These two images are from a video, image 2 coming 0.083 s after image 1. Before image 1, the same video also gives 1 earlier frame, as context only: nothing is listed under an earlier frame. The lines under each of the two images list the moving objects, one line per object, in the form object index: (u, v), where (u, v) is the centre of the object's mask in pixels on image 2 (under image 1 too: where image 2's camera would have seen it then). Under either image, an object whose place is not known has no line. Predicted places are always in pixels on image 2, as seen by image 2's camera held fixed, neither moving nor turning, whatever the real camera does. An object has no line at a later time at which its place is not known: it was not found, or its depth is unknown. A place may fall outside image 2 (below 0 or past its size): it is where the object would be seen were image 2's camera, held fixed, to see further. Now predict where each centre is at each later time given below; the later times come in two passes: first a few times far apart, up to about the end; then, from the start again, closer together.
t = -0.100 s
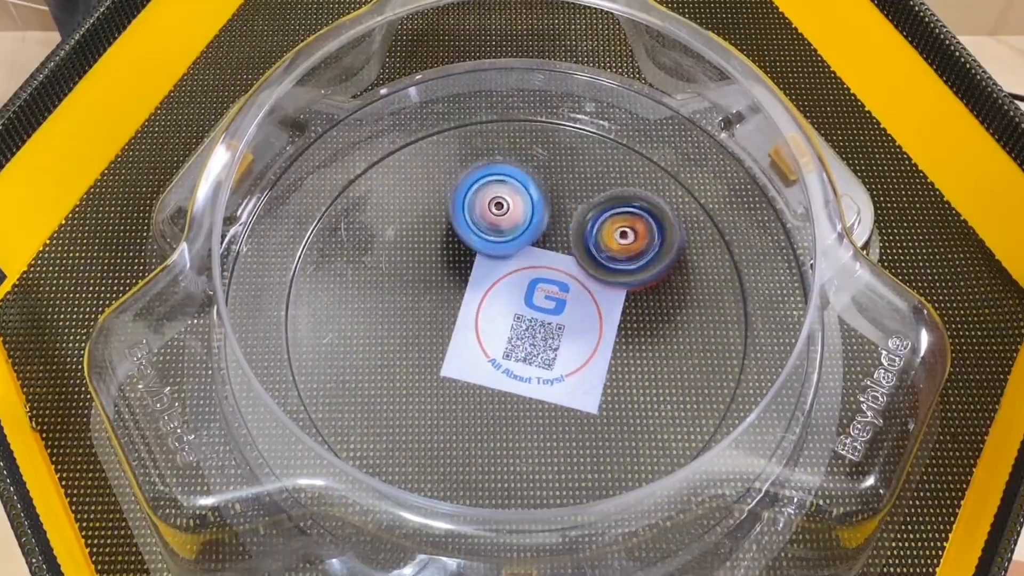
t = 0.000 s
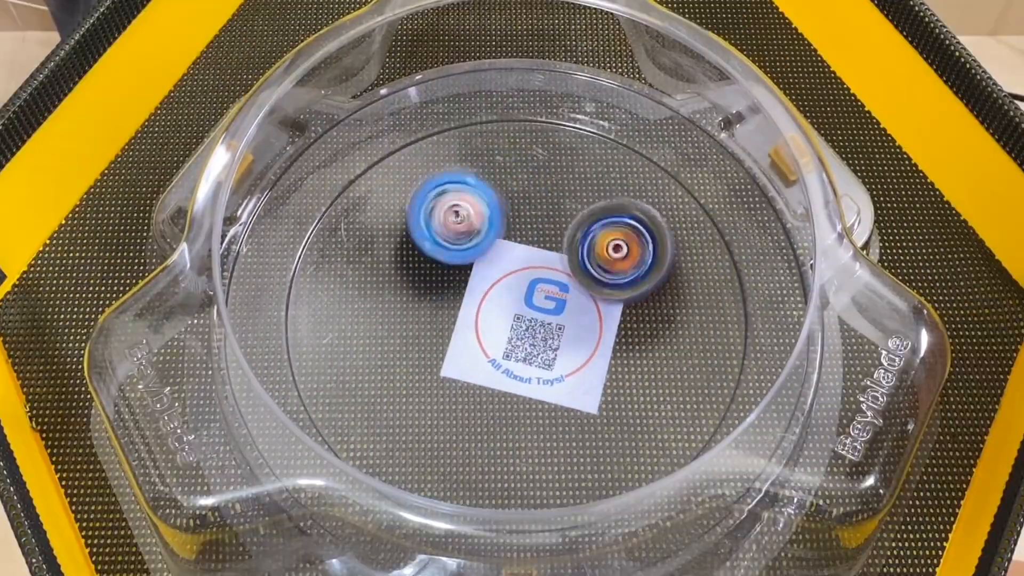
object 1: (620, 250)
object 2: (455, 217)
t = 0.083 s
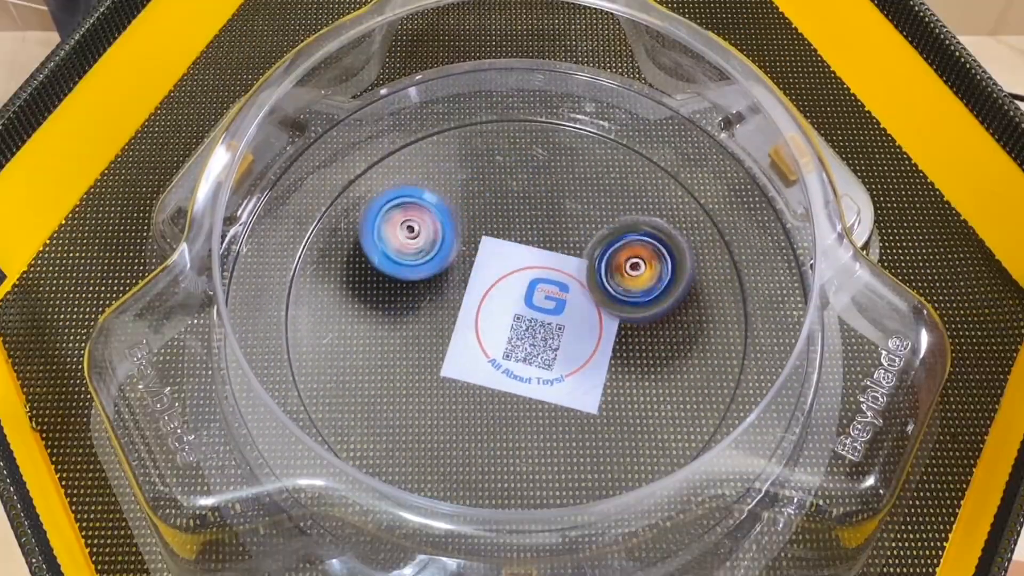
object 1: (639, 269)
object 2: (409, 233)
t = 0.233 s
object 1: (666, 290)
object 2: (405, 263)
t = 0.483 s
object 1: (618, 325)
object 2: (434, 336)
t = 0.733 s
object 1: (596, 353)
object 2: (443, 420)
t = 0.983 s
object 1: (548, 306)
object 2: (464, 421)
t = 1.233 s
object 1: (558, 150)
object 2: (440, 424)
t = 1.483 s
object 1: (492, 142)
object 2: (560, 268)
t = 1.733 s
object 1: (482, 250)
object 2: (661, 186)
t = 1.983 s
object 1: (498, 351)
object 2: (616, 236)
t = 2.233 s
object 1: (512, 428)
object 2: (489, 283)
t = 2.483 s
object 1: (551, 424)
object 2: (379, 288)
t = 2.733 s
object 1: (525, 334)
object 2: (406, 294)
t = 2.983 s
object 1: (616, 266)
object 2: (367, 280)
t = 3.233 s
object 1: (645, 214)
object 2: (438, 282)
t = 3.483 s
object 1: (625, 187)
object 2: (536, 340)
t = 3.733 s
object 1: (575, 207)
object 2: (537, 365)
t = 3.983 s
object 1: (523, 246)
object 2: (534, 386)
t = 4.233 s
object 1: (452, 268)
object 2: (523, 380)
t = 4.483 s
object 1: (410, 310)
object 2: (509, 372)
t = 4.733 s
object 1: (382, 260)
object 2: (626, 445)
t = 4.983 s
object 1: (437, 257)
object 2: (585, 379)
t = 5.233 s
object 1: (446, 274)
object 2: (597, 247)
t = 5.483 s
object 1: (448, 330)
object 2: (570, 216)
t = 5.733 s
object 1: (477, 372)
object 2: (496, 246)
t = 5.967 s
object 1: (531, 359)
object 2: (420, 315)
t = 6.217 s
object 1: (570, 320)
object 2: (425, 360)
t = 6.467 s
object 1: (586, 273)
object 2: (515, 371)
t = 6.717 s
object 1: (559, 210)
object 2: (606, 369)
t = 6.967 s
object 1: (524, 205)
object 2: (600, 318)
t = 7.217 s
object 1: (482, 201)
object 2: (590, 328)
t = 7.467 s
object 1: (457, 236)
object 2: (578, 344)
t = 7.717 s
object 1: (451, 279)
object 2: (568, 348)
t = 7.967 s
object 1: (430, 310)
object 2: (560, 354)
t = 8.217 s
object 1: (443, 330)
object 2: (563, 358)
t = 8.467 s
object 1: (426, 290)
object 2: (645, 353)
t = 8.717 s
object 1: (460, 291)
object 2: (664, 294)
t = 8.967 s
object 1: (559, 341)
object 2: (562, 247)
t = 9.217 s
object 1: (660, 339)
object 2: (463, 303)
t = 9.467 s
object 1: (640, 287)
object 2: (430, 372)
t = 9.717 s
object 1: (583, 335)
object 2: (470, 370)
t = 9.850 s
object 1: (584, 311)
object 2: (487, 346)
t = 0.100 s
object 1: (642, 271)
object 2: (405, 237)
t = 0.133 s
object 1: (649, 276)
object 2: (401, 245)
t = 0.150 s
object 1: (653, 279)
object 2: (400, 248)
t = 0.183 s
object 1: (659, 284)
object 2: (401, 254)
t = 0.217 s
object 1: (664, 289)
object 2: (403, 260)
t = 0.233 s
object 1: (666, 290)
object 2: (405, 263)
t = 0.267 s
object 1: (668, 294)
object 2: (408, 270)
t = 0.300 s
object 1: (668, 296)
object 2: (411, 278)
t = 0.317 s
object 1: (667, 296)
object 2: (413, 282)
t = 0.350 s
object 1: (662, 300)
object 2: (416, 291)
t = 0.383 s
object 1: (654, 304)
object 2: (420, 301)
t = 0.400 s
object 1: (648, 306)
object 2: (421, 306)
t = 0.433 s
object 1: (637, 312)
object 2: (425, 317)
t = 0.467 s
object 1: (625, 321)
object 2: (431, 329)
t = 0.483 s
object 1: (618, 325)
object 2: (434, 336)
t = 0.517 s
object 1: (606, 333)
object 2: (440, 349)
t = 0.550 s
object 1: (594, 342)
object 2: (447, 362)
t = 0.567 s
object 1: (588, 346)
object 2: (450, 369)
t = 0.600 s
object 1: (577, 354)
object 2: (457, 380)
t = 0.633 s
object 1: (580, 357)
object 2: (450, 395)
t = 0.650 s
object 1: (585, 357)
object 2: (445, 401)
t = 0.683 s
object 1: (592, 357)
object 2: (440, 412)
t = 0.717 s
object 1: (596, 355)
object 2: (441, 418)
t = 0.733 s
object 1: (596, 353)
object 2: (443, 420)
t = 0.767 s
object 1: (598, 348)
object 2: (445, 421)
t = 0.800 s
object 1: (596, 342)
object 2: (447, 421)
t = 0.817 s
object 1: (593, 339)
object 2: (450, 421)
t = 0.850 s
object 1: (585, 334)
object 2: (456, 419)
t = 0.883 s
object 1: (574, 329)
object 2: (460, 417)
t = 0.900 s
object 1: (568, 327)
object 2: (463, 416)
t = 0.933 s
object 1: (553, 324)
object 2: (469, 412)
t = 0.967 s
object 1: (542, 322)
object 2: (476, 411)
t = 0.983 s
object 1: (548, 306)
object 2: (464, 421)
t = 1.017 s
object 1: (561, 271)
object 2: (448, 435)
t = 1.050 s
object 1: (570, 241)
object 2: (435, 446)
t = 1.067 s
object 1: (571, 225)
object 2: (430, 449)
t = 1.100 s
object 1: (574, 201)
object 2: (427, 449)
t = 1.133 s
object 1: (573, 181)
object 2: (427, 448)
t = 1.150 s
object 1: (572, 175)
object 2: (429, 446)
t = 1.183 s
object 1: (567, 163)
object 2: (430, 441)
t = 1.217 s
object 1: (561, 154)
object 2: (436, 429)
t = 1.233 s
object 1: (558, 150)
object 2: (440, 424)
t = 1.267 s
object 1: (550, 142)
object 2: (449, 407)
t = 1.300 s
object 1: (543, 135)
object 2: (459, 388)
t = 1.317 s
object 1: (539, 133)
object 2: (468, 378)
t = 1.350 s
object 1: (530, 130)
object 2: (482, 356)
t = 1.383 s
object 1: (522, 127)
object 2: (500, 333)
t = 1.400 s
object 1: (516, 128)
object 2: (512, 321)
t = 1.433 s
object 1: (506, 130)
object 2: (530, 300)
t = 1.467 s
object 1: (496, 138)
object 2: (549, 277)
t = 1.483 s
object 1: (492, 142)
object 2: (560, 268)
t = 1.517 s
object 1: (486, 155)
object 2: (581, 248)
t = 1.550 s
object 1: (482, 168)
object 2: (599, 231)
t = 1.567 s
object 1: (480, 176)
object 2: (606, 222)
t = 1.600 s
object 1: (480, 190)
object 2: (624, 211)
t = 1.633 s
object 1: (479, 205)
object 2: (639, 201)
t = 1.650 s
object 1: (479, 214)
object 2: (644, 196)
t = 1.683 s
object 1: (480, 228)
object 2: (655, 189)
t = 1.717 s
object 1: (482, 243)
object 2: (661, 186)
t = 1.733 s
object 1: (482, 250)
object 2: (661, 186)
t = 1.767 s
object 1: (484, 263)
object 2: (662, 186)
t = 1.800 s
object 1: (486, 277)
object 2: (662, 189)
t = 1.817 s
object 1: (486, 285)
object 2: (659, 191)
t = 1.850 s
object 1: (488, 298)
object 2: (654, 197)
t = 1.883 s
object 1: (490, 312)
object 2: (648, 204)
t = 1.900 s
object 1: (491, 318)
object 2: (642, 210)
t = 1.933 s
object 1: (494, 331)
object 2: (632, 220)
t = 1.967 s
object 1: (497, 344)
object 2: (622, 230)
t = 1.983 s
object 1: (498, 351)
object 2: (616, 236)
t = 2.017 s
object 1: (500, 362)
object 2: (605, 246)
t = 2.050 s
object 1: (502, 374)
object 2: (594, 254)
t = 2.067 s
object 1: (503, 379)
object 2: (587, 260)
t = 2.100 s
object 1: (504, 390)
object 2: (570, 266)
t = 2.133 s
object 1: (506, 401)
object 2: (553, 272)
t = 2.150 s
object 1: (507, 406)
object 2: (543, 276)
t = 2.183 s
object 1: (507, 414)
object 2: (522, 279)
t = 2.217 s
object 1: (512, 423)
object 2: (500, 281)
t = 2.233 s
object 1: (512, 428)
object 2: (489, 283)
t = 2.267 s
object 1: (516, 435)
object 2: (467, 284)
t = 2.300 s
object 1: (520, 443)
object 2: (448, 285)
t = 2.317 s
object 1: (522, 445)
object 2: (438, 286)
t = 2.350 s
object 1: (530, 448)
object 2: (420, 286)
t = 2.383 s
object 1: (536, 449)
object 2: (407, 286)
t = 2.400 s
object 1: (541, 447)
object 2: (400, 287)
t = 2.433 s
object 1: (547, 441)
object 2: (389, 286)
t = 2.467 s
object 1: (551, 429)
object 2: (382, 287)
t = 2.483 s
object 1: (551, 424)
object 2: (379, 288)
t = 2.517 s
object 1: (550, 412)
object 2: (379, 288)
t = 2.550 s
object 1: (548, 399)
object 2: (380, 289)
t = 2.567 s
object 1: (544, 393)
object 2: (380, 289)
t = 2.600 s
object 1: (541, 381)
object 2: (384, 289)
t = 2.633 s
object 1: (536, 370)
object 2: (389, 291)
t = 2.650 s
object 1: (534, 363)
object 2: (391, 292)
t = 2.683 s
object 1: (531, 352)
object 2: (397, 292)
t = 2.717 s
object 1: (527, 340)
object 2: (403, 293)
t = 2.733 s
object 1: (525, 334)
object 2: (406, 294)
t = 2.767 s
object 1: (521, 323)
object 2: (412, 295)
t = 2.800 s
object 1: (531, 316)
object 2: (406, 294)
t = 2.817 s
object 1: (545, 311)
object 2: (393, 290)
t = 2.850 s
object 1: (571, 303)
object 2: (374, 285)
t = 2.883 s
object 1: (592, 292)
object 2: (363, 281)
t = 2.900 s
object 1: (598, 287)
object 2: (360, 280)
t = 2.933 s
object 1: (609, 278)
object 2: (360, 280)
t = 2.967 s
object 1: (614, 271)
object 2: (364, 281)
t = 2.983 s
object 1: (616, 266)
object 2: (367, 280)
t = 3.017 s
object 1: (622, 256)
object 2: (373, 280)
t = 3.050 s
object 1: (628, 248)
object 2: (380, 279)
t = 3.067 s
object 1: (630, 245)
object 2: (386, 280)
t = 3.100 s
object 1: (635, 238)
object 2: (394, 280)
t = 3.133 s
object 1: (638, 230)
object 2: (403, 280)
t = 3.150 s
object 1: (640, 227)
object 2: (408, 281)
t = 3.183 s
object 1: (643, 221)
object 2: (417, 281)
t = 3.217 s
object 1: (645, 216)
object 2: (430, 281)
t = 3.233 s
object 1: (645, 214)
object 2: (438, 282)
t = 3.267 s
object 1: (643, 208)
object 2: (454, 282)
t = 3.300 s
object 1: (638, 205)
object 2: (473, 283)
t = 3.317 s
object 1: (635, 204)
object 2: (482, 283)
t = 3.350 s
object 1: (626, 206)
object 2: (503, 284)
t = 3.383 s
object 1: (616, 211)
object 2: (527, 288)
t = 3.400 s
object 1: (612, 214)
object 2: (536, 289)
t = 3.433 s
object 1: (618, 203)
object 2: (537, 309)
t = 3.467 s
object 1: (625, 190)
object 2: (537, 328)
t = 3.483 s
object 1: (625, 187)
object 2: (536, 340)
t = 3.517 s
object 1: (625, 182)
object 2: (536, 354)
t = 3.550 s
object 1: (621, 178)
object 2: (536, 363)
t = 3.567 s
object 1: (618, 177)
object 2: (536, 366)
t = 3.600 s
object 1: (609, 177)
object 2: (537, 368)
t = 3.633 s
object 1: (600, 182)
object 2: (537, 367)
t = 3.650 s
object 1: (595, 186)
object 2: (537, 367)
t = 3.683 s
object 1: (587, 193)
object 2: (537, 366)
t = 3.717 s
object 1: (578, 203)
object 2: (537, 366)
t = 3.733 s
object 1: (575, 207)
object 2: (537, 365)
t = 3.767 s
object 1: (567, 217)
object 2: (537, 364)
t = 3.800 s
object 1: (561, 226)
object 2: (536, 364)
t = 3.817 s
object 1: (557, 231)
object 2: (536, 363)
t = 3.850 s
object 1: (550, 241)
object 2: (535, 362)
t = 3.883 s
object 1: (544, 250)
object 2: (533, 360)
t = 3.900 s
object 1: (540, 255)
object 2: (533, 360)
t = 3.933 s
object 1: (534, 250)
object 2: (533, 371)
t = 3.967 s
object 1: (527, 246)
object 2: (533, 382)
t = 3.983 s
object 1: (523, 246)
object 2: (534, 386)
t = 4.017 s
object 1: (515, 248)
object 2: (535, 390)
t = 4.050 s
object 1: (505, 251)
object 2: (535, 389)
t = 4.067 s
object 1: (500, 252)
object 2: (535, 388)
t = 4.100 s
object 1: (489, 255)
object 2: (533, 385)
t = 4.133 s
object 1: (480, 258)
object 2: (531, 384)
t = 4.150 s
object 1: (474, 259)
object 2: (529, 383)
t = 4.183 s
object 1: (465, 263)
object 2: (527, 382)
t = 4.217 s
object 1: (457, 266)
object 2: (524, 380)
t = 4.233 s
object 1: (452, 268)
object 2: (523, 380)
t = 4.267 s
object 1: (443, 272)
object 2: (521, 379)
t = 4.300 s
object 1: (434, 275)
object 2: (519, 378)
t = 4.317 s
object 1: (431, 278)
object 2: (518, 377)
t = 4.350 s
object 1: (424, 282)
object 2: (516, 376)
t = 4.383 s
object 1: (417, 288)
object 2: (515, 376)
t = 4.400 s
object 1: (415, 290)
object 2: (514, 375)
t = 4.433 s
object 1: (411, 298)
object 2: (512, 374)
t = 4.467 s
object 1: (410, 306)
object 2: (510, 372)
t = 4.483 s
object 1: (410, 310)
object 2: (509, 372)
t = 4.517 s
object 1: (406, 310)
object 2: (521, 378)
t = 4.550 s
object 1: (391, 295)
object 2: (552, 399)
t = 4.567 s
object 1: (387, 289)
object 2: (564, 410)
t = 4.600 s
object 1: (381, 280)
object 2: (588, 426)
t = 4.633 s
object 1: (380, 275)
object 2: (607, 438)
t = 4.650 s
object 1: (380, 273)
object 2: (615, 444)
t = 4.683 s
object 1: (381, 268)
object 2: (624, 446)
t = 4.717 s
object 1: (381, 263)
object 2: (626, 446)
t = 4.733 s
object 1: (382, 260)
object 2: (626, 445)
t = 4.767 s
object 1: (387, 256)
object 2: (624, 443)
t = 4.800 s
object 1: (393, 253)
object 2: (618, 439)
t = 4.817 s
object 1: (397, 252)
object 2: (616, 438)
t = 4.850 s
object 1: (405, 252)
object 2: (607, 431)
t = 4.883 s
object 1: (414, 252)
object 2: (602, 421)
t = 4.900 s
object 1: (417, 252)
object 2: (597, 416)
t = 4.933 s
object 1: (425, 254)
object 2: (593, 403)
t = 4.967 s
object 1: (433, 256)
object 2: (587, 388)
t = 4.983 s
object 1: (437, 257)
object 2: (585, 379)
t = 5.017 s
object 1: (445, 261)
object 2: (579, 360)
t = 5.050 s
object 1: (454, 265)
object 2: (575, 338)
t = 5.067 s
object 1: (458, 268)
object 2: (572, 328)
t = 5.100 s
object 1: (464, 271)
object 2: (569, 307)
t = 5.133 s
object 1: (457, 270)
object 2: (579, 289)
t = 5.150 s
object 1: (452, 269)
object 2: (587, 282)
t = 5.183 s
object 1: (447, 269)
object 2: (595, 266)
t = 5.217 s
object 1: (446, 271)
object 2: (597, 253)
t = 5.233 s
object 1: (446, 274)
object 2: (597, 247)
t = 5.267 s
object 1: (448, 281)
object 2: (596, 237)
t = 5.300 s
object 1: (447, 290)
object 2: (593, 229)
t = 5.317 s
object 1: (446, 294)
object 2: (591, 226)
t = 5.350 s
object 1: (447, 301)
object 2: (587, 221)
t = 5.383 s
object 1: (446, 308)
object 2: (583, 218)
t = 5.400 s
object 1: (446, 312)
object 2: (582, 218)
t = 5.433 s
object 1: (448, 320)
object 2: (578, 216)
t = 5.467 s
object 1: (448, 326)
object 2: (573, 216)
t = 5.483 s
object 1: (448, 330)
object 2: (570, 216)
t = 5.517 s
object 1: (450, 337)
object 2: (564, 217)
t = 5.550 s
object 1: (451, 343)
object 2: (557, 218)
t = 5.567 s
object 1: (453, 346)
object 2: (553, 219)
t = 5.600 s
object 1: (456, 353)
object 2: (544, 222)
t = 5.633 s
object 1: (460, 359)
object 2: (533, 226)
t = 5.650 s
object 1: (461, 362)
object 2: (528, 229)
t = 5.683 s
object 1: (466, 368)
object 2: (515, 235)
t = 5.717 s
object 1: (474, 371)
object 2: (503, 242)
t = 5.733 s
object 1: (477, 372)
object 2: (496, 246)
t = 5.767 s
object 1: (485, 375)
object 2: (483, 254)
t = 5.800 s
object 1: (495, 375)
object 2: (469, 264)
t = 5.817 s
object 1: (498, 374)
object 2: (464, 269)
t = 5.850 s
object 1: (506, 372)
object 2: (450, 280)
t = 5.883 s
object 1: (514, 369)
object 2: (440, 289)
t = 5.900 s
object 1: (518, 368)
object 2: (435, 294)
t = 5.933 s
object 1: (524, 364)
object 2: (427, 306)
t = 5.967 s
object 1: (531, 359)
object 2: (420, 315)
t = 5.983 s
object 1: (534, 357)
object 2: (418, 321)
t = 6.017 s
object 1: (540, 352)
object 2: (414, 328)
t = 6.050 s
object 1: (545, 347)
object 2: (412, 338)
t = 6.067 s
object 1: (548, 344)
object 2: (412, 340)
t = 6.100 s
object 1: (553, 339)
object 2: (413, 347)
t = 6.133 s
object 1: (557, 333)
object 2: (414, 350)
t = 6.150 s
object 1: (560, 331)
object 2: (416, 353)
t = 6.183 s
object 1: (564, 325)
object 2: (420, 357)
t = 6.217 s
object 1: (570, 320)
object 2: (425, 360)
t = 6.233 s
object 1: (572, 317)
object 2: (428, 363)
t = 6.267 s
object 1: (576, 310)
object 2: (434, 364)
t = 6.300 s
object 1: (580, 305)
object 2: (445, 368)
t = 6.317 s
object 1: (582, 301)
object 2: (449, 369)
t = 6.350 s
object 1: (584, 294)
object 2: (462, 371)
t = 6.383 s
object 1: (586, 288)
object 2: (475, 372)
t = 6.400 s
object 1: (587, 285)
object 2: (483, 372)
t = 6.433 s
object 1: (587, 279)
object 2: (500, 372)
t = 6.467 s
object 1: (586, 273)
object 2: (515, 371)
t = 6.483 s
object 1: (584, 270)
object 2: (525, 369)
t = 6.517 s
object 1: (579, 265)
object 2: (540, 365)
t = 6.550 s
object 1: (577, 253)
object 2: (558, 366)
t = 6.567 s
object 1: (575, 245)
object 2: (564, 372)
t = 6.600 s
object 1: (571, 230)
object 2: (577, 377)
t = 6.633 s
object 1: (568, 221)
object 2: (588, 377)
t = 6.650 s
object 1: (565, 218)
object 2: (592, 375)
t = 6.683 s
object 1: (563, 214)
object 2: (602, 372)
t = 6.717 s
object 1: (559, 210)
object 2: (606, 369)
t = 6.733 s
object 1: (558, 207)
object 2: (607, 366)
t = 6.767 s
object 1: (554, 203)
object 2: (612, 363)
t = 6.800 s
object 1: (550, 199)
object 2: (610, 358)
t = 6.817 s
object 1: (548, 197)
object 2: (612, 355)
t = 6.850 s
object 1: (542, 195)
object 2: (613, 347)
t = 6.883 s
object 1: (537, 194)
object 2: (610, 341)
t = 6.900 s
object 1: (534, 195)
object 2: (609, 337)
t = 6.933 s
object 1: (529, 199)
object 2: (605, 327)
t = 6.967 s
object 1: (524, 205)
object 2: (600, 318)
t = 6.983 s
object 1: (522, 208)
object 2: (597, 312)
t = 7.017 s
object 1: (517, 215)
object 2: (590, 301)
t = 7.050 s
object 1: (510, 211)
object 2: (593, 302)
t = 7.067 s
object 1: (506, 206)
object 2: (592, 305)
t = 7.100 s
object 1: (499, 202)
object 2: (595, 313)
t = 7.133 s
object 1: (494, 200)
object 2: (595, 321)
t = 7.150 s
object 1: (492, 200)
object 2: (594, 323)
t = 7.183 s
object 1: (488, 201)
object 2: (593, 327)
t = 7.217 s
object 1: (482, 201)
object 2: (590, 328)
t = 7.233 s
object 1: (480, 202)
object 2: (589, 330)
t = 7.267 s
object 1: (474, 203)
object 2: (588, 332)
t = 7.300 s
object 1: (467, 205)
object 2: (585, 334)
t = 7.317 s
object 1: (465, 207)
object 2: (585, 336)
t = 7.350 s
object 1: (462, 212)
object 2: (583, 338)
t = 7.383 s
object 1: (459, 218)
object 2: (581, 340)
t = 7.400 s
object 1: (460, 221)
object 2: (581, 341)
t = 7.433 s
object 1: (458, 229)
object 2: (579, 343)
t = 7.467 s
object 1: (457, 236)
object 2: (578, 344)
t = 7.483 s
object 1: (456, 238)
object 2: (578, 344)
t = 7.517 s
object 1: (456, 245)
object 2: (577, 346)
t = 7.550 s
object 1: (456, 251)
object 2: (576, 346)
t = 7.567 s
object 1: (455, 254)
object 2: (575, 346)
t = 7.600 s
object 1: (455, 261)
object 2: (575, 346)
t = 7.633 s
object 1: (453, 266)
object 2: (572, 346)
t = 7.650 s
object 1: (453, 269)
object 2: (571, 347)
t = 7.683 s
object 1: (451, 275)
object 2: (570, 348)
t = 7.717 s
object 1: (451, 279)
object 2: (568, 348)
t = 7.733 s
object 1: (450, 282)
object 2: (567, 348)
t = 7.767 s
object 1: (448, 286)
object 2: (566, 349)
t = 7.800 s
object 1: (445, 291)
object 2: (565, 350)
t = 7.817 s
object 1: (444, 293)
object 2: (565, 350)
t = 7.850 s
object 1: (442, 297)
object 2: (563, 350)
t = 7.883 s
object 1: (438, 301)
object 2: (561, 352)
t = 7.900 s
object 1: (438, 303)
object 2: (561, 352)
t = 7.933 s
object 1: (433, 307)
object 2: (560, 353)
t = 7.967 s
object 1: (430, 310)
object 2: (560, 354)
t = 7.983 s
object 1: (430, 313)
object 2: (560, 355)
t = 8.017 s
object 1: (427, 318)
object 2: (559, 355)
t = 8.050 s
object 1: (426, 322)
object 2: (558, 355)
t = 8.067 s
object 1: (427, 325)
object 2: (558, 355)
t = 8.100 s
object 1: (430, 329)
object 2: (555, 355)
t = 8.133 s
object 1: (434, 332)
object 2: (555, 356)
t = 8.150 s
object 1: (439, 333)
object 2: (554, 356)
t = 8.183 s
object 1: (445, 333)
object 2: (555, 357)
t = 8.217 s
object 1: (443, 330)
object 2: (563, 358)
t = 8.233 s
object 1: (447, 328)
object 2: (567, 358)
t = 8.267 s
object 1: (450, 329)
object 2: (571, 358)
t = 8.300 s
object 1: (450, 327)
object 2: (571, 357)
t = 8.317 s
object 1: (453, 325)
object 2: (571, 356)
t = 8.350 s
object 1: (453, 319)
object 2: (575, 356)
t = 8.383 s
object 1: (438, 307)
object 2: (599, 358)
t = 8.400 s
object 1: (433, 303)
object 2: (610, 358)
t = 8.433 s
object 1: (427, 294)
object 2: (630, 358)
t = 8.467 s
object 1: (426, 290)
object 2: (645, 353)
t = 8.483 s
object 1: (428, 289)
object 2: (651, 350)
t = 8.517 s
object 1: (432, 289)
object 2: (659, 345)
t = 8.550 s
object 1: (436, 288)
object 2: (665, 340)
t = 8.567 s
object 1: (436, 288)
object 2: (666, 337)
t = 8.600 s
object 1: (440, 288)
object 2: (669, 330)
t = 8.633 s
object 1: (445, 287)
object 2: (670, 320)
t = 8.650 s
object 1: (448, 287)
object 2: (669, 315)
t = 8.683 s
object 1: (454, 288)
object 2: (669, 306)
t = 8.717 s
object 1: (460, 291)
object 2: (664, 294)
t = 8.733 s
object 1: (463, 293)
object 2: (660, 290)
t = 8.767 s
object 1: (473, 296)
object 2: (650, 281)
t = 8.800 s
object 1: (484, 303)
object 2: (639, 271)
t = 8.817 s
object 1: (489, 305)
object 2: (632, 268)
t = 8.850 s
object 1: (501, 312)
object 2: (618, 262)
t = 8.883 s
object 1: (517, 320)
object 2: (603, 254)
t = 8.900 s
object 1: (524, 322)
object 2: (595, 252)
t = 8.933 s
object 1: (542, 333)
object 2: (579, 249)
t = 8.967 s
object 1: (559, 341)
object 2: (562, 247)
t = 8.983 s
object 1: (570, 345)
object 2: (553, 247)
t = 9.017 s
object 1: (588, 352)
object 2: (538, 253)
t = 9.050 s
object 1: (606, 355)
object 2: (523, 258)
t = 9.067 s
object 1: (613, 356)
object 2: (515, 260)
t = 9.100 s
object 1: (628, 355)
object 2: (502, 268)
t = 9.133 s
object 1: (641, 354)
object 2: (490, 275)
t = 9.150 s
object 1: (646, 352)
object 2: (485, 281)
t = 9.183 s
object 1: (655, 345)
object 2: (472, 291)
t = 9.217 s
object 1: (660, 339)
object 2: (463, 303)
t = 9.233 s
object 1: (662, 335)
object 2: (457, 308)
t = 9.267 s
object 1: (666, 328)
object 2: (449, 321)
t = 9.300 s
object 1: (667, 321)
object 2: (440, 329)
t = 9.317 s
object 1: (667, 316)
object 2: (438, 337)
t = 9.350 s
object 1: (666, 309)
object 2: (432, 345)
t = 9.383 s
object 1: (663, 300)
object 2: (430, 356)
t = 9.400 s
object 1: (660, 296)
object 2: (429, 359)
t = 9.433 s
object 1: (652, 290)
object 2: (427, 365)
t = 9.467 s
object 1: (640, 287)
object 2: (430, 372)
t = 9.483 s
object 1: (633, 286)
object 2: (432, 372)
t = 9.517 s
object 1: (617, 287)
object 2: (434, 377)
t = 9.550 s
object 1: (601, 291)
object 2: (438, 378)
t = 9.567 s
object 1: (594, 295)
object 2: (438, 379)
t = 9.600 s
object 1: (584, 306)
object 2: (444, 380)
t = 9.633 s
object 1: (580, 318)
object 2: (448, 381)
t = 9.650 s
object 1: (578, 322)
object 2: (453, 379)
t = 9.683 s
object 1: (580, 331)
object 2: (461, 377)
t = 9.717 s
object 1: (583, 335)
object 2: (470, 370)
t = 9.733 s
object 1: (584, 335)
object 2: (473, 365)
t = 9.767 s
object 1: (586, 333)
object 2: (482, 358)
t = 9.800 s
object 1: (586, 324)
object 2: (485, 355)
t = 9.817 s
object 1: (585, 319)
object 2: (486, 353)
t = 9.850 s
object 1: (584, 311)
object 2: (487, 346)
